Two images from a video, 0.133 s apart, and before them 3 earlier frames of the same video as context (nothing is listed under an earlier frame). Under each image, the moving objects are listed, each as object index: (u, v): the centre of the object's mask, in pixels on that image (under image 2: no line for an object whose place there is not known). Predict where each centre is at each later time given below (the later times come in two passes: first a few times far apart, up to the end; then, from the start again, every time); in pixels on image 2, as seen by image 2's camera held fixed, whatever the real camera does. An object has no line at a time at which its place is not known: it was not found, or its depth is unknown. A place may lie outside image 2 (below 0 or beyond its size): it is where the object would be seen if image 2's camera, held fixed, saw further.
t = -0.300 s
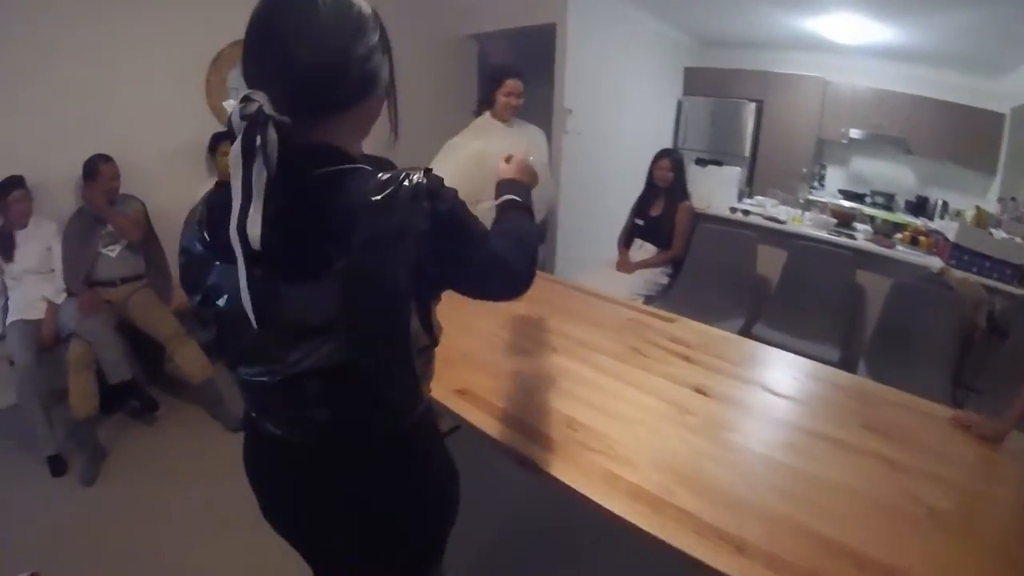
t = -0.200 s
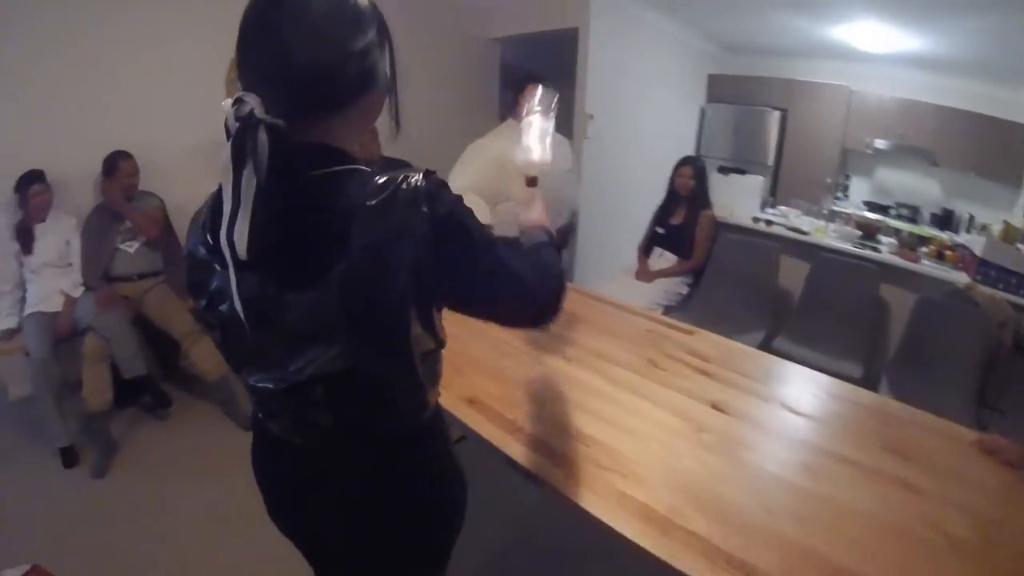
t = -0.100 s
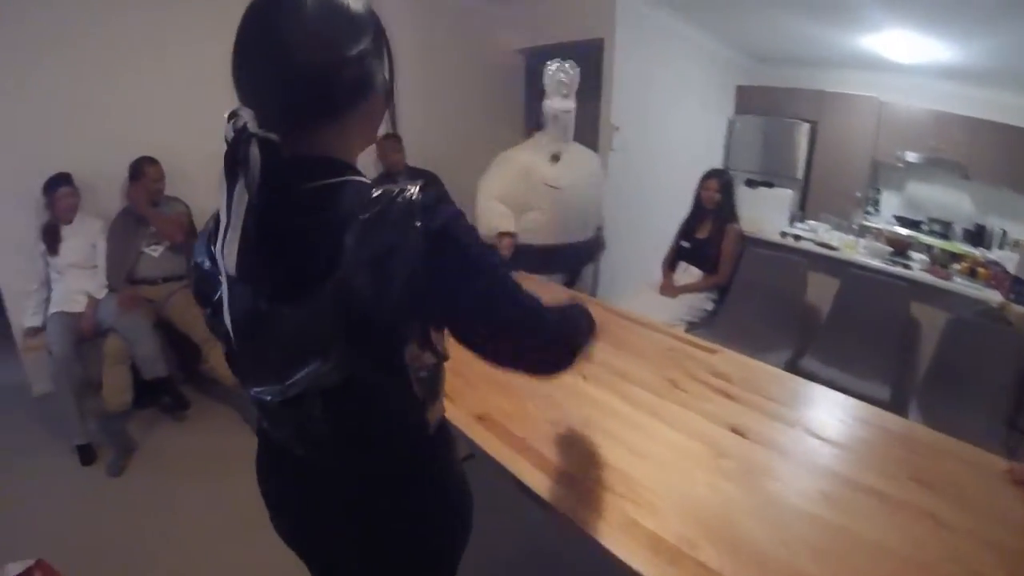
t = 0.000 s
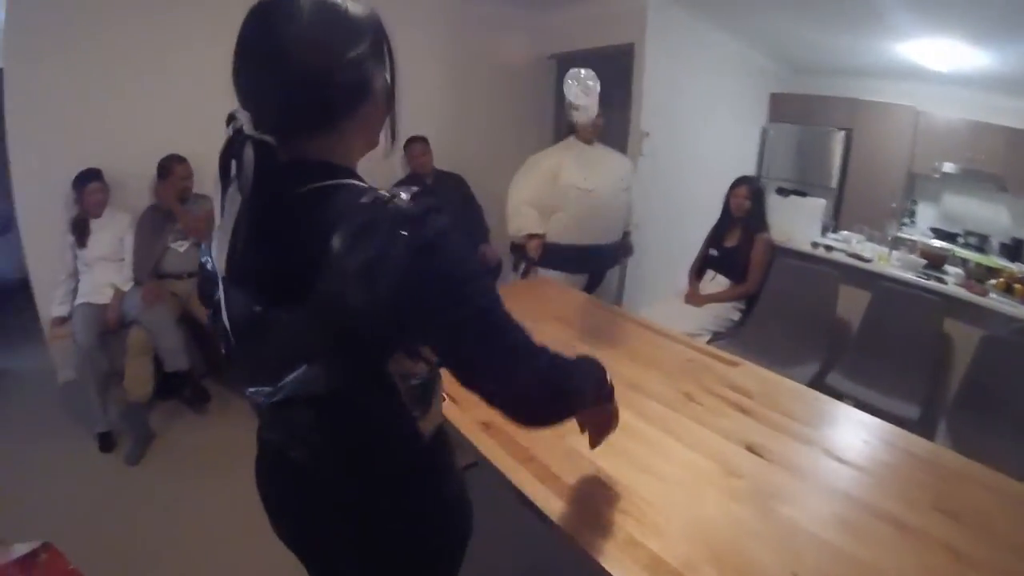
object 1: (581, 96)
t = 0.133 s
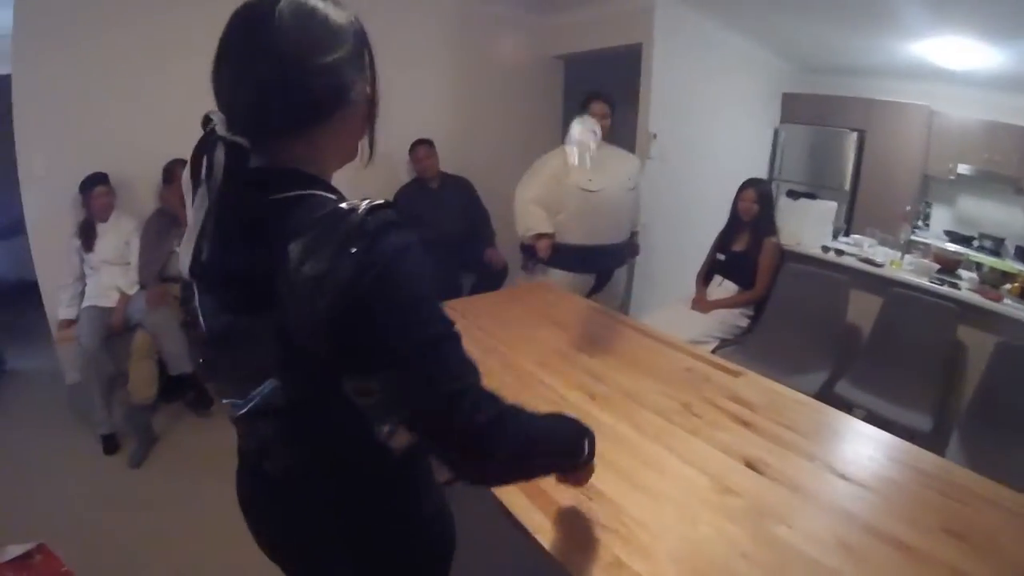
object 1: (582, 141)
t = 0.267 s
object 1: (571, 270)
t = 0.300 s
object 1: (570, 305)
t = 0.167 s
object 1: (578, 175)
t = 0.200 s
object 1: (575, 203)
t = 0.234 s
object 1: (572, 235)
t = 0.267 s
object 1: (571, 270)
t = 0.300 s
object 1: (570, 305)
